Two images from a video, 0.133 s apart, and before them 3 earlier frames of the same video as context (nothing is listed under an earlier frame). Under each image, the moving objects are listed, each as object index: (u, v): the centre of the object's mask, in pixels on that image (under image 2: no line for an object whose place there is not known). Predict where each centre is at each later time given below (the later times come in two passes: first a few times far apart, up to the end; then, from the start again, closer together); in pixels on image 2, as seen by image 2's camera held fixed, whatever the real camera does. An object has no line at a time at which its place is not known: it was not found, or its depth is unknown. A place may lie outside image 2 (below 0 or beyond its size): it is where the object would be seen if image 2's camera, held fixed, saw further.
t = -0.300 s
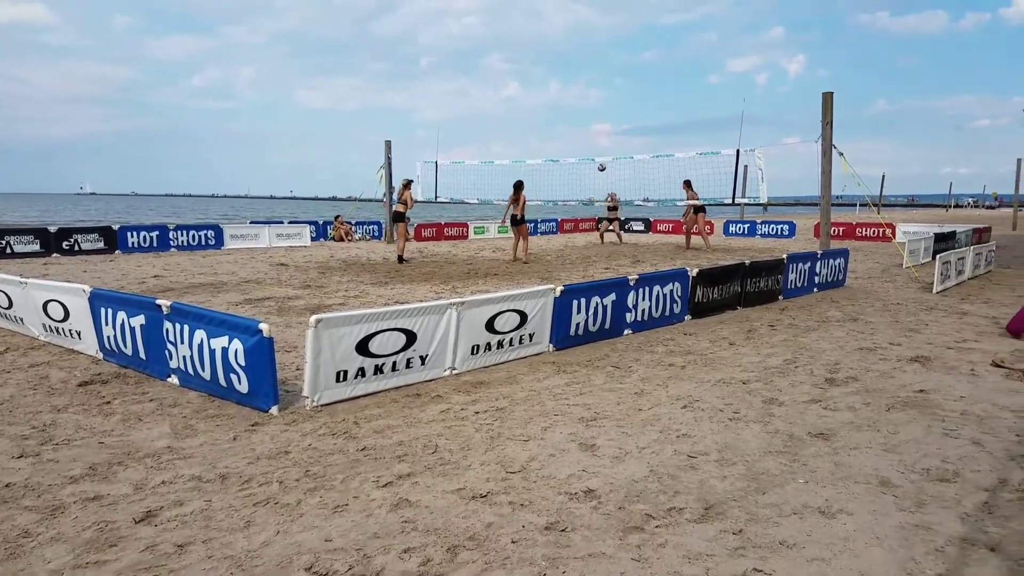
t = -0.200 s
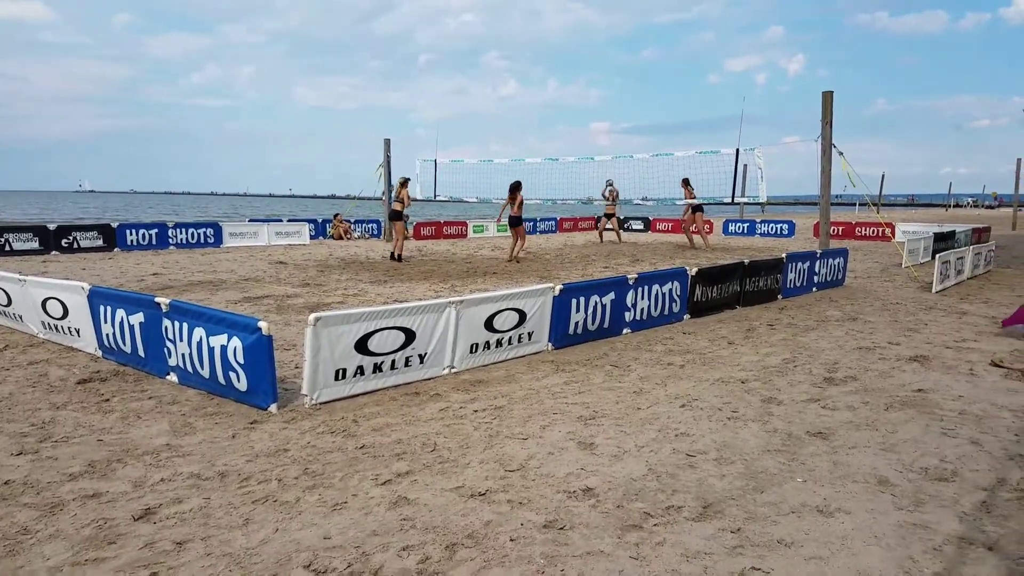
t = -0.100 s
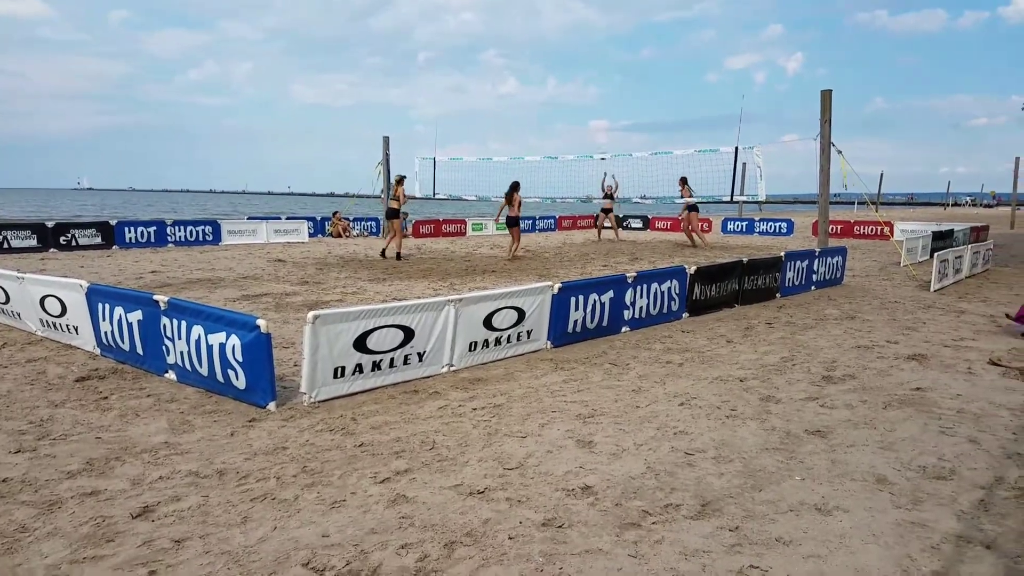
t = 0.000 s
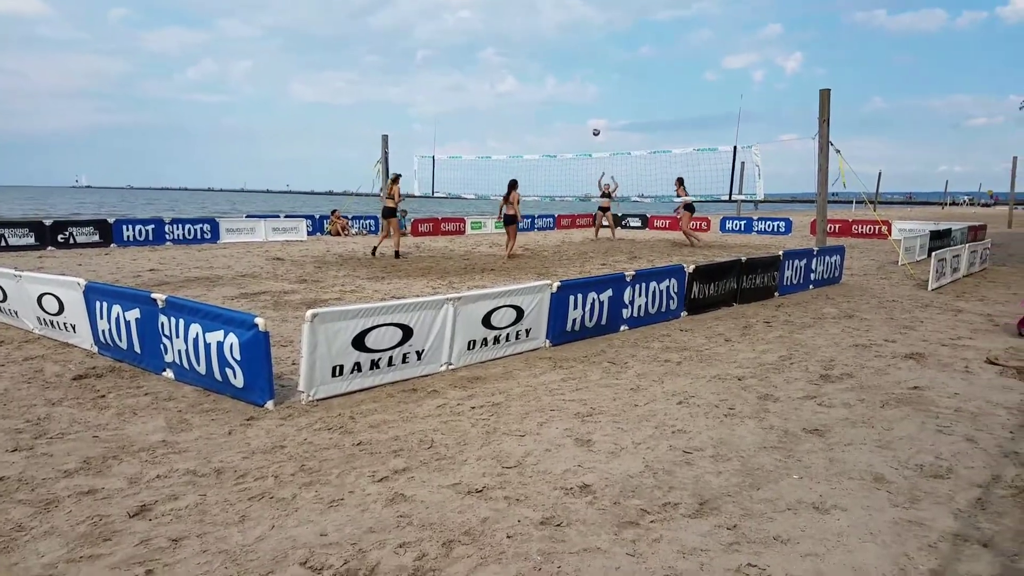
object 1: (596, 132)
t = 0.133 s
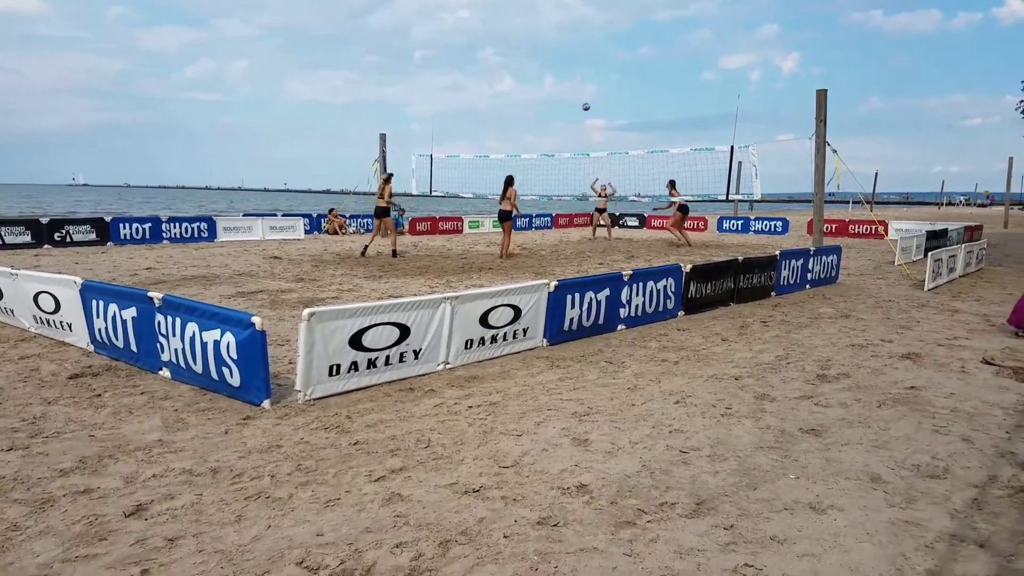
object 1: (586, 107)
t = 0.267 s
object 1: (577, 90)
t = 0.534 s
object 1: (561, 74)
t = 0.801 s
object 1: (543, 85)
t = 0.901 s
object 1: (537, 96)
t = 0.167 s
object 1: (584, 102)
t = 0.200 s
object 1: (581, 97)
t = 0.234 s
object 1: (579, 93)
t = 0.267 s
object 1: (577, 90)
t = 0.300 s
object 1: (575, 86)
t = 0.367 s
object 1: (571, 80)
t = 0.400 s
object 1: (569, 79)
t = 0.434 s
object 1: (567, 77)
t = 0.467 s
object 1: (565, 75)
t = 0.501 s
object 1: (562, 75)
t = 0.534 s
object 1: (561, 74)
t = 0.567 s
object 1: (559, 74)
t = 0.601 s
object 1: (556, 75)
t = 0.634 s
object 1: (554, 76)
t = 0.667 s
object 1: (552, 76)
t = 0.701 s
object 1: (550, 78)
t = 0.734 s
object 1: (548, 79)
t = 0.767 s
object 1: (545, 83)
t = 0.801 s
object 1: (543, 85)
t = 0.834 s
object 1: (541, 89)
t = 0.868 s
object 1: (539, 92)
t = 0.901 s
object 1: (537, 96)
